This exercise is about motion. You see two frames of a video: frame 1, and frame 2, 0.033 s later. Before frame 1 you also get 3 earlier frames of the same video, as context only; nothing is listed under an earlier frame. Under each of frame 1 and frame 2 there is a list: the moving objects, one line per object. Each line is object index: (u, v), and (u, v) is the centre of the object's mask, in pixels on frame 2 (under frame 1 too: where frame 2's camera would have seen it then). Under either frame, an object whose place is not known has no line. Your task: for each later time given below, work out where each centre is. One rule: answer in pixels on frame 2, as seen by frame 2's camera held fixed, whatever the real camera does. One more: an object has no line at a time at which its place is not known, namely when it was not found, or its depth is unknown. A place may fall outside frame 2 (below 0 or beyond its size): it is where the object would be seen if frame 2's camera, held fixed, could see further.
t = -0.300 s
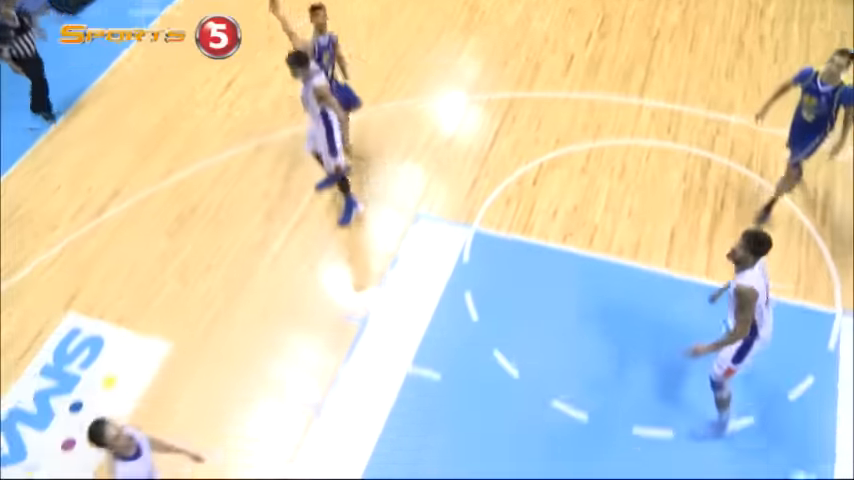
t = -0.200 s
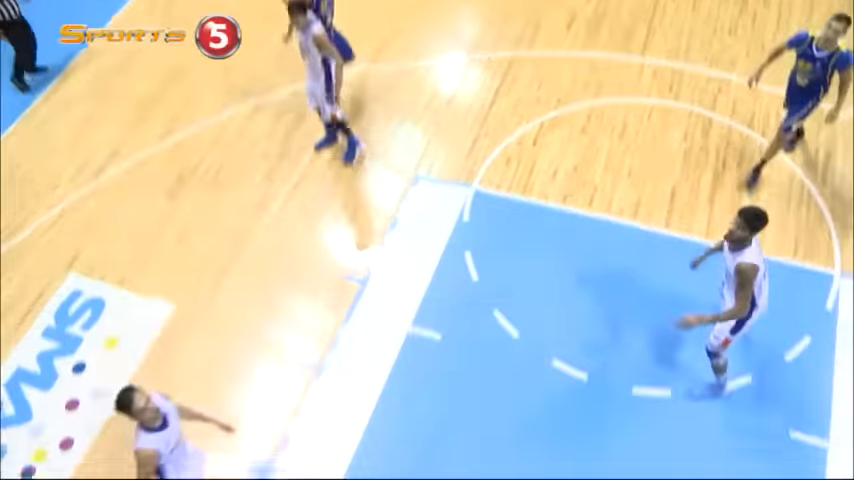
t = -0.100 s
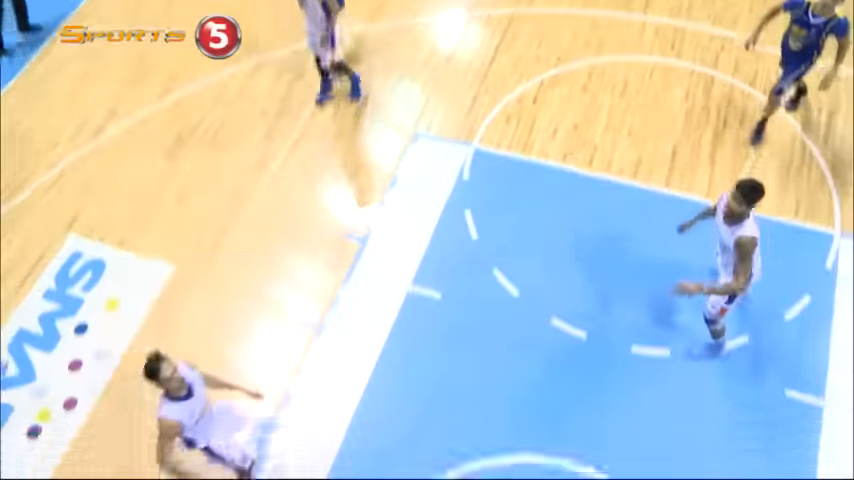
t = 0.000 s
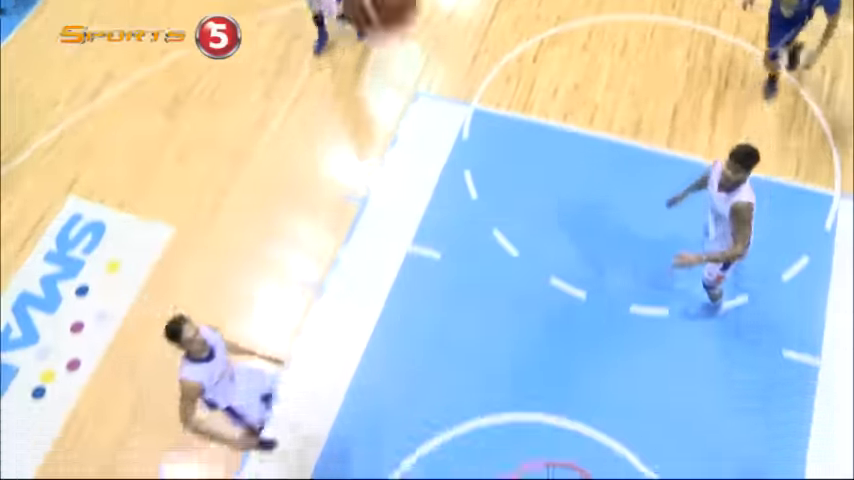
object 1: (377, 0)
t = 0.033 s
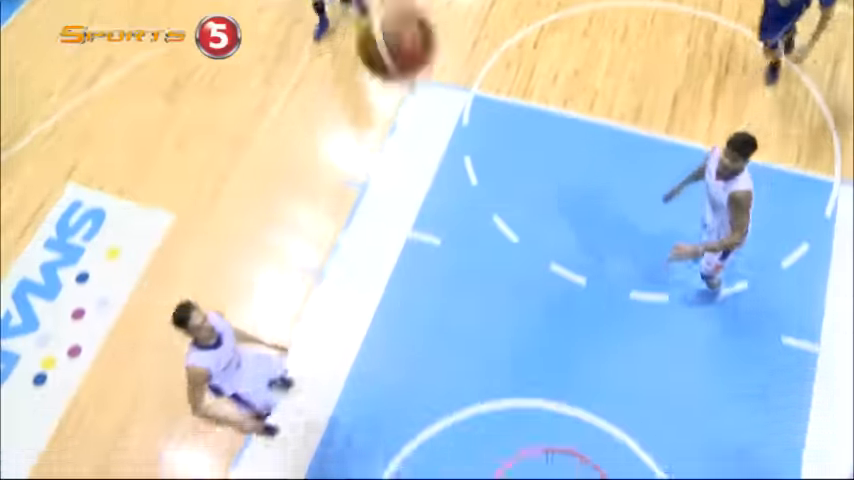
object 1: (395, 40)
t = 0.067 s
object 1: (416, 110)
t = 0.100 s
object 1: (436, 180)
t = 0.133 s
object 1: (454, 250)
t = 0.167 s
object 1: (471, 318)
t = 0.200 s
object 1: (488, 383)
